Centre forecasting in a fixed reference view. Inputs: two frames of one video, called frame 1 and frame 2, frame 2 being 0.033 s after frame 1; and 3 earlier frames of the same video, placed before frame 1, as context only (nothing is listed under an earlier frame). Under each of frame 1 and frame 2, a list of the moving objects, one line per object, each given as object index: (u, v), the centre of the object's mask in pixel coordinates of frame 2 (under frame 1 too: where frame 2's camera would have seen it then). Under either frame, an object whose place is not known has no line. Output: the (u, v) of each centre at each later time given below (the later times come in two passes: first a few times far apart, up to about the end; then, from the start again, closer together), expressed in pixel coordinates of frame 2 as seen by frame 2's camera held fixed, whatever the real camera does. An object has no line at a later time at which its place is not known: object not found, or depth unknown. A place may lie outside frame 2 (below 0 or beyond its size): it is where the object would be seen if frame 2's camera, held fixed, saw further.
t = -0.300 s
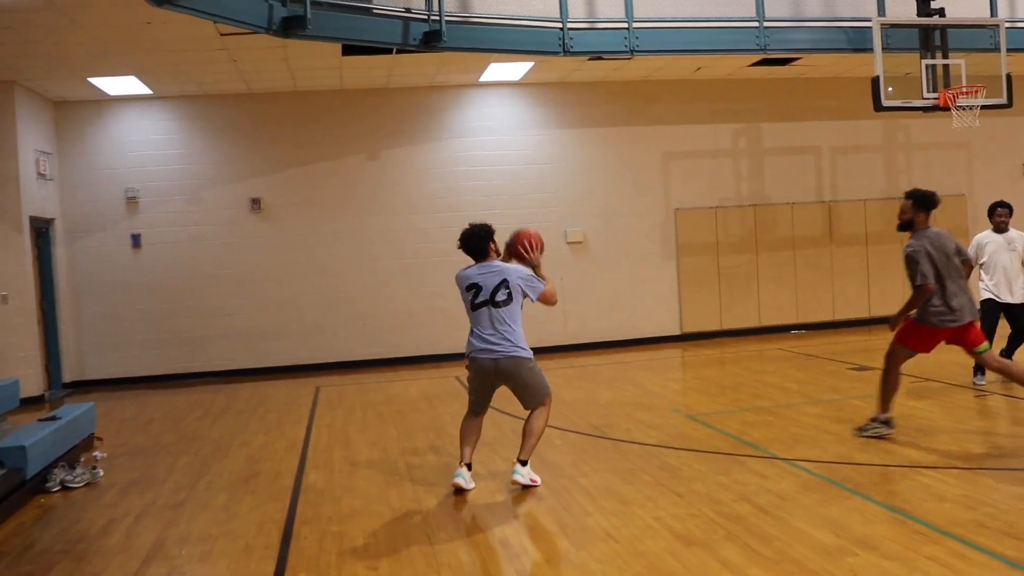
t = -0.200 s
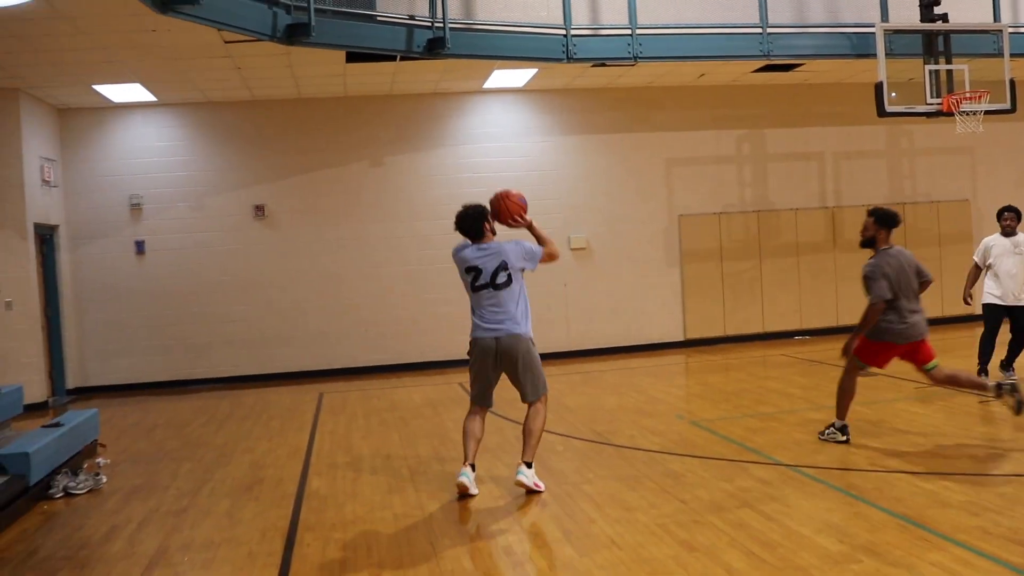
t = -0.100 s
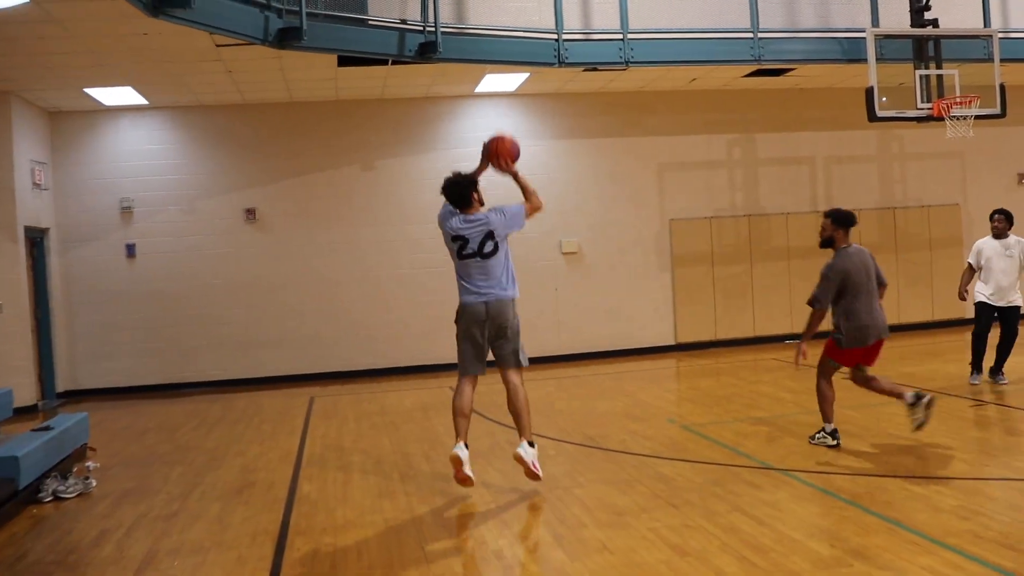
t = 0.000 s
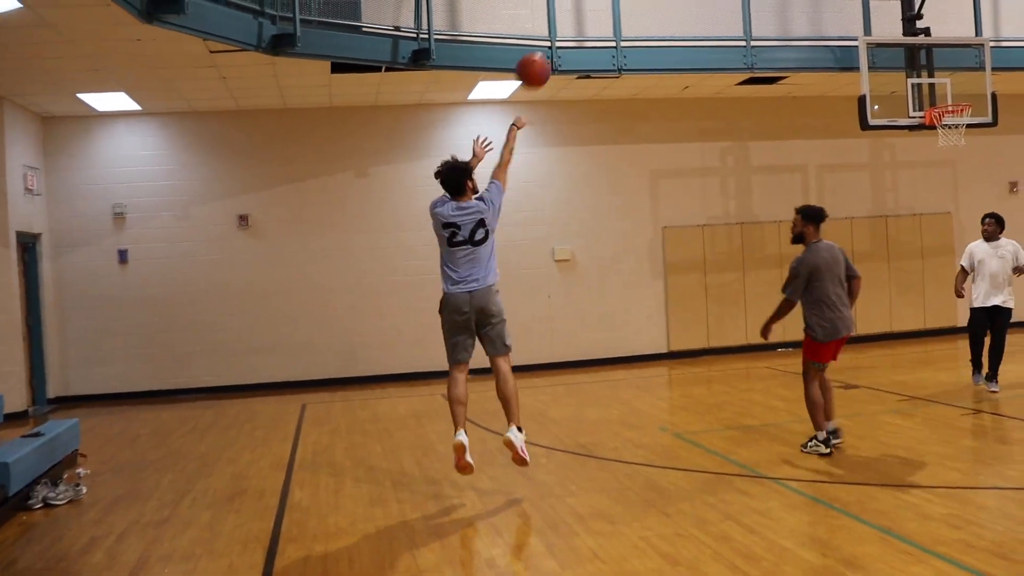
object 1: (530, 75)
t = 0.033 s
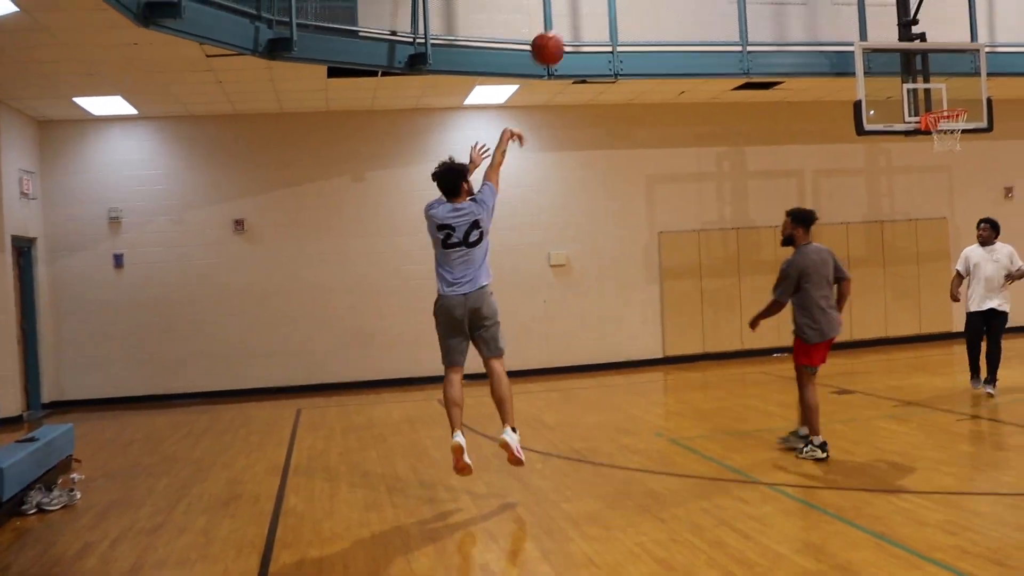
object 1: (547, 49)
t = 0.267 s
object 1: (662, -74)
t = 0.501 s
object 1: (747, -108)
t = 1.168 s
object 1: (922, 68)
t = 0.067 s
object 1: (566, 24)
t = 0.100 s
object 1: (583, 2)
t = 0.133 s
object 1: (600, -15)
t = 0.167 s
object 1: (616, -30)
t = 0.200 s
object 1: (633, -45)
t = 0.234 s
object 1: (648, -61)
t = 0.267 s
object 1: (662, -74)
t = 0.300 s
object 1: (676, -85)
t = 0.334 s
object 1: (689, -93)
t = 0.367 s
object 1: (702, -99)
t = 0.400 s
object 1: (714, -104)
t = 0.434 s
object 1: (726, -106)
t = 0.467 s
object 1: (736, -108)
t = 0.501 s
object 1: (747, -108)
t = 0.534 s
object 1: (758, -107)
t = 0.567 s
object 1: (768, -105)
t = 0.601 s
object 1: (778, -102)
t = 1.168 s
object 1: (922, 68)
